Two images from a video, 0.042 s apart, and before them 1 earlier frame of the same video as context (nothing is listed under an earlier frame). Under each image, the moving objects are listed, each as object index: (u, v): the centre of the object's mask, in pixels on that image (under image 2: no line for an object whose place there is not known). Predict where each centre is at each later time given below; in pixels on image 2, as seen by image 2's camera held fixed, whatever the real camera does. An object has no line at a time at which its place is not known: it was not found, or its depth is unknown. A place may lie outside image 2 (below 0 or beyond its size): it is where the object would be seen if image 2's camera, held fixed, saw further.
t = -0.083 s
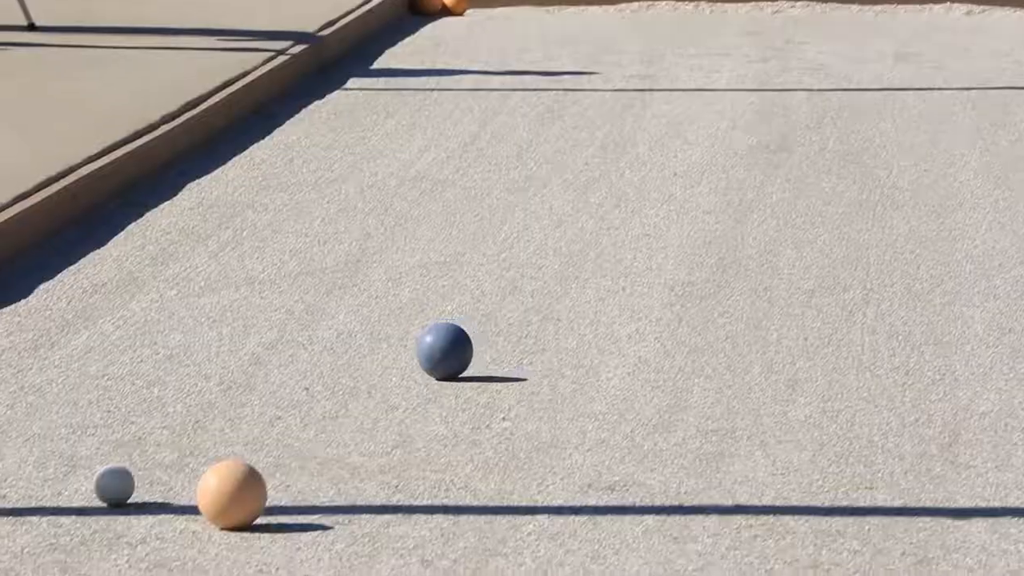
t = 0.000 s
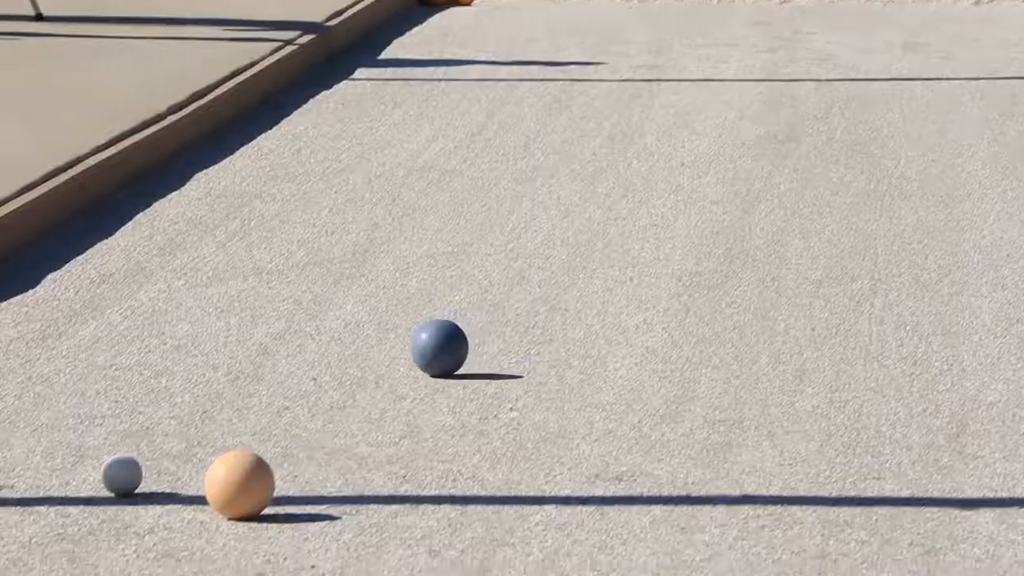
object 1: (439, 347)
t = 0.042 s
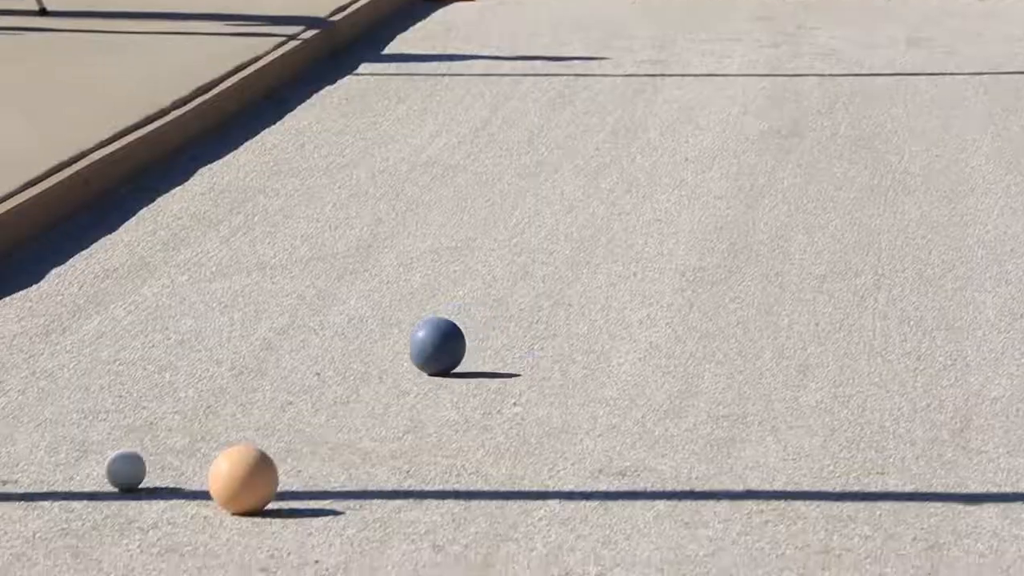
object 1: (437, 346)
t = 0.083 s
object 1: (430, 349)
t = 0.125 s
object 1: (424, 352)
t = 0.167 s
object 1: (417, 355)
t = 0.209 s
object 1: (411, 359)
